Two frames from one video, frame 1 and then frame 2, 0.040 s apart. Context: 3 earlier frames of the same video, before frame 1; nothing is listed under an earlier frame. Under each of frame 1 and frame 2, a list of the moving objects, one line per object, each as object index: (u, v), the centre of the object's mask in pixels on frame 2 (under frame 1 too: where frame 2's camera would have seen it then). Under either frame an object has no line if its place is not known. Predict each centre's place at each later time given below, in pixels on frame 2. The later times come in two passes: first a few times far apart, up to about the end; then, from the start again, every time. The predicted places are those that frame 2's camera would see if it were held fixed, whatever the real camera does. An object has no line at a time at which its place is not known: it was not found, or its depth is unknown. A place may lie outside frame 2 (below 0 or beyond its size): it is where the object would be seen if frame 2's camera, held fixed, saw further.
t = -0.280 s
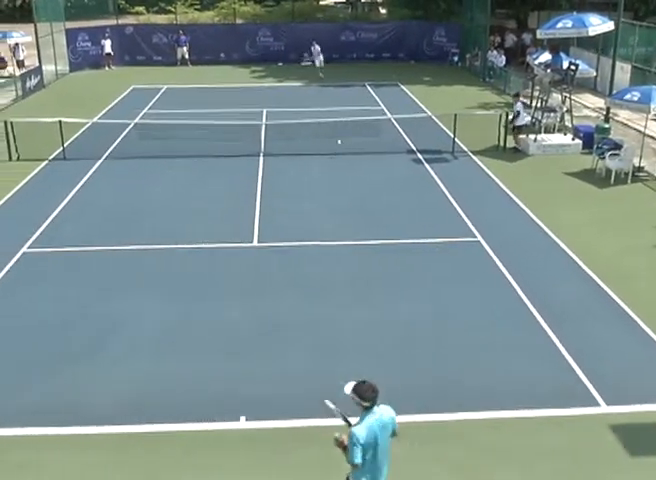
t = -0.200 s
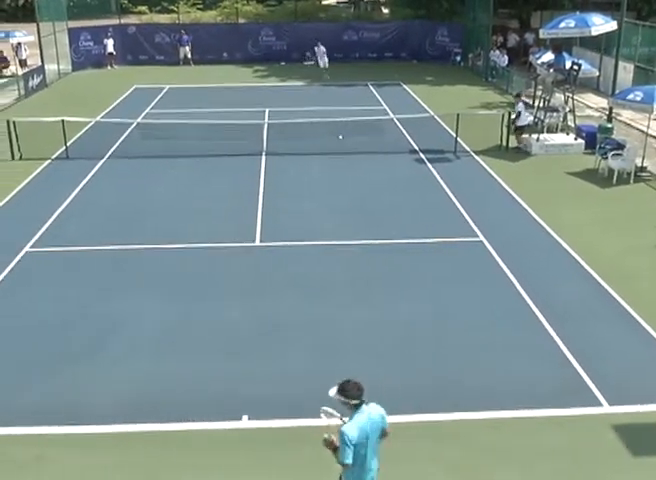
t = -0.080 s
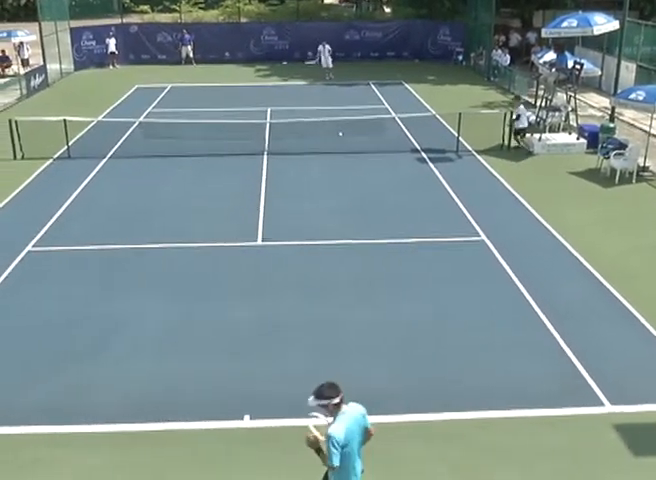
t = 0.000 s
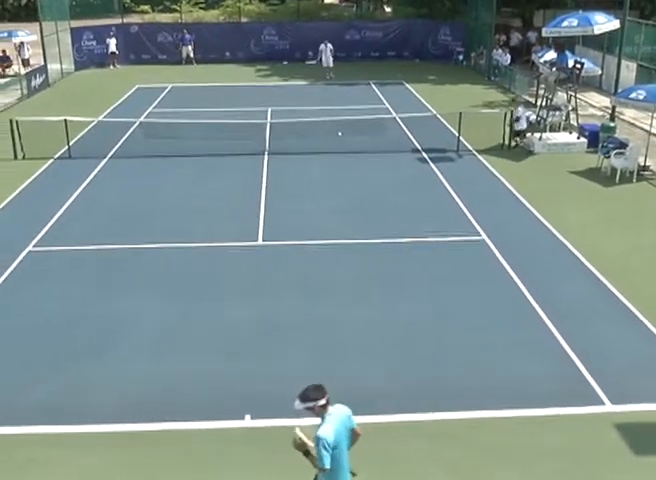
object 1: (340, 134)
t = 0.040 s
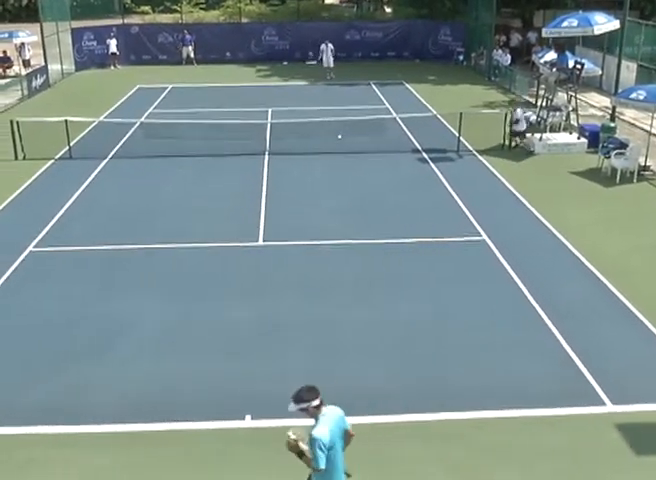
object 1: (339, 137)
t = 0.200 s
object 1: (336, 148)
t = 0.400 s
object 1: (332, 148)
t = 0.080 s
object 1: (338, 138)
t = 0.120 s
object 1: (338, 141)
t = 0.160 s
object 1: (338, 142)
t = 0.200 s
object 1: (336, 148)
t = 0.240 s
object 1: (336, 153)
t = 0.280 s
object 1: (335, 156)
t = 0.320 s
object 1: (334, 154)
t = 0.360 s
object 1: (333, 151)
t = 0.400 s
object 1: (332, 148)
